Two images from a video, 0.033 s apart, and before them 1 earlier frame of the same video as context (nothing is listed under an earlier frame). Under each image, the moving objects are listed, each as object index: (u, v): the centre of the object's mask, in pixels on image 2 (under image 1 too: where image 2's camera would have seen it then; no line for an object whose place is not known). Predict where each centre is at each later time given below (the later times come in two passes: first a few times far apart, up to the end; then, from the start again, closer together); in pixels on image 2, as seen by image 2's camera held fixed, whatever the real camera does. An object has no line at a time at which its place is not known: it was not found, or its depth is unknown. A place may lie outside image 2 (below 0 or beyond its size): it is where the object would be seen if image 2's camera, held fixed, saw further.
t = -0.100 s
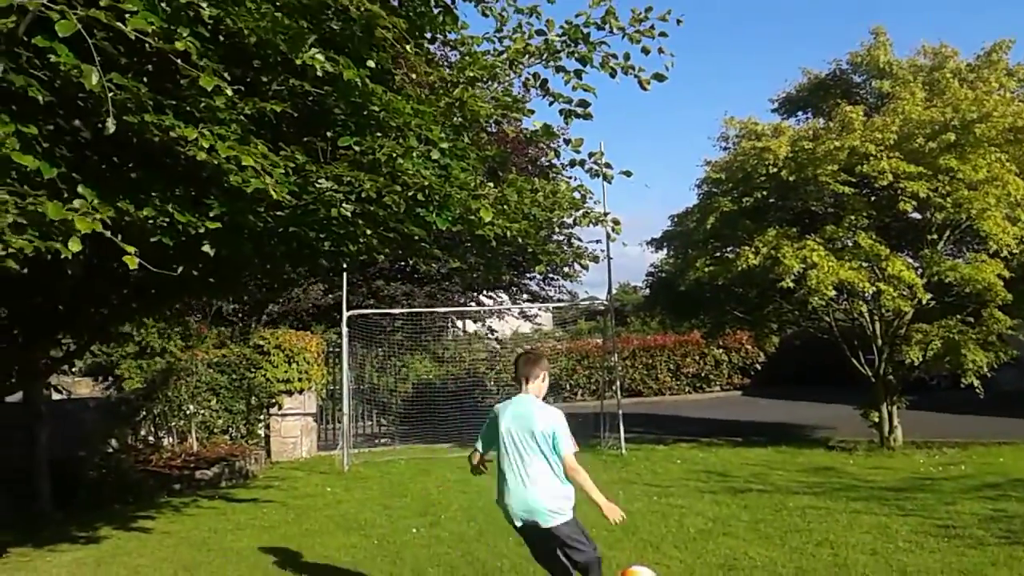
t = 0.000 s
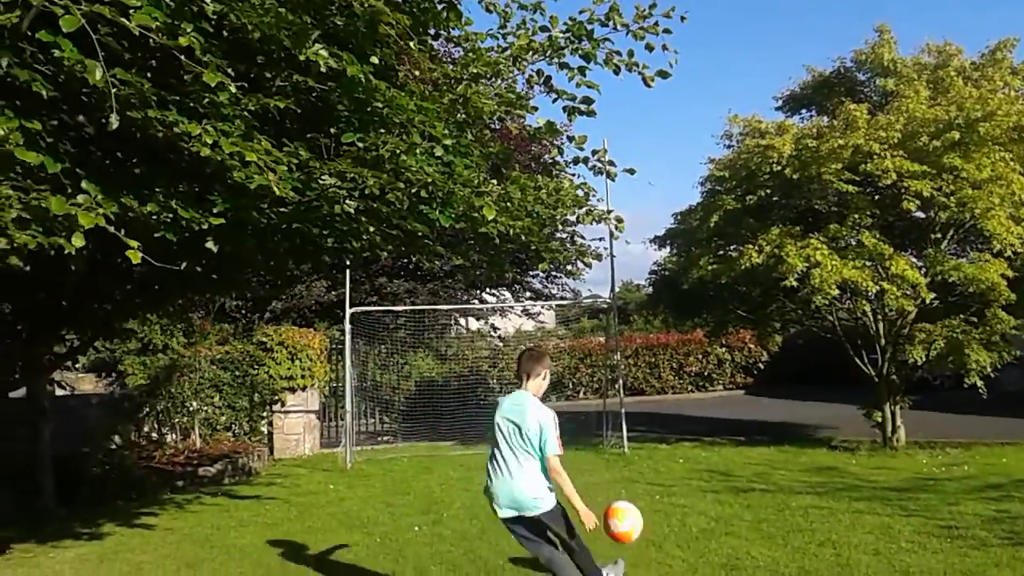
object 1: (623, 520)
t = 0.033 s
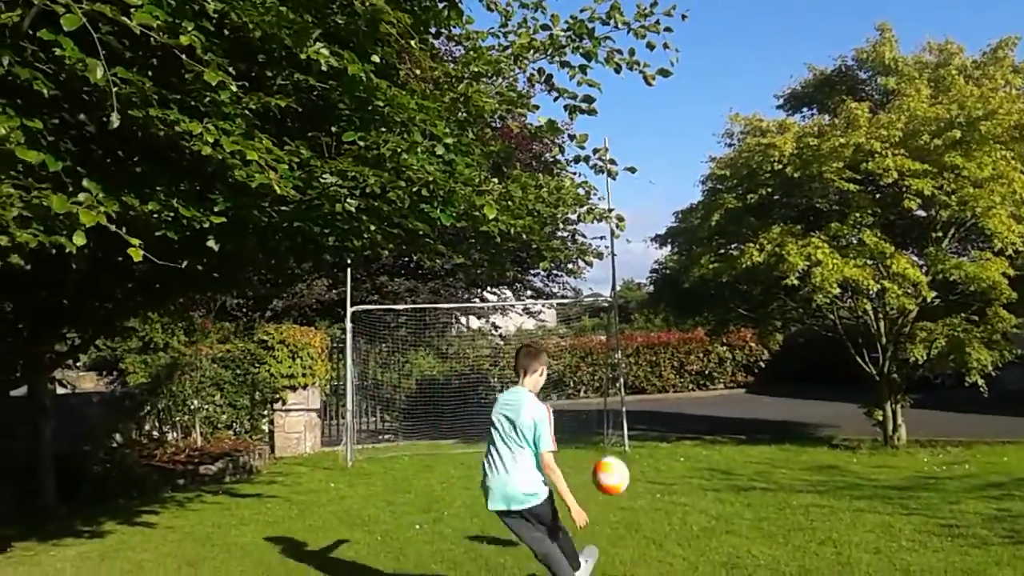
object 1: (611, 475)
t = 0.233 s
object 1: (561, 330)
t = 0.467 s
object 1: (529, 287)
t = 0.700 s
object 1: (507, 301)
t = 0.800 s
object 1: (501, 321)
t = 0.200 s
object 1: (567, 345)
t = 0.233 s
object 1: (561, 330)
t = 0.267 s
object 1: (555, 319)
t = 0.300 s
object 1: (549, 309)
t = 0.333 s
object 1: (544, 301)
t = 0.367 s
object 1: (541, 295)
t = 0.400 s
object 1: (536, 291)
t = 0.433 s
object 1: (532, 288)
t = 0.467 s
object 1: (529, 287)
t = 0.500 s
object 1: (525, 286)
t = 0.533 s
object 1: (522, 287)
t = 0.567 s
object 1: (519, 289)
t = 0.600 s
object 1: (516, 291)
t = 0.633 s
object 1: (513, 293)
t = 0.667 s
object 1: (510, 296)
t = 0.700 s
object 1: (507, 301)
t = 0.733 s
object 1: (505, 307)
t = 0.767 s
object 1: (504, 314)
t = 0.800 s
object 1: (501, 321)
